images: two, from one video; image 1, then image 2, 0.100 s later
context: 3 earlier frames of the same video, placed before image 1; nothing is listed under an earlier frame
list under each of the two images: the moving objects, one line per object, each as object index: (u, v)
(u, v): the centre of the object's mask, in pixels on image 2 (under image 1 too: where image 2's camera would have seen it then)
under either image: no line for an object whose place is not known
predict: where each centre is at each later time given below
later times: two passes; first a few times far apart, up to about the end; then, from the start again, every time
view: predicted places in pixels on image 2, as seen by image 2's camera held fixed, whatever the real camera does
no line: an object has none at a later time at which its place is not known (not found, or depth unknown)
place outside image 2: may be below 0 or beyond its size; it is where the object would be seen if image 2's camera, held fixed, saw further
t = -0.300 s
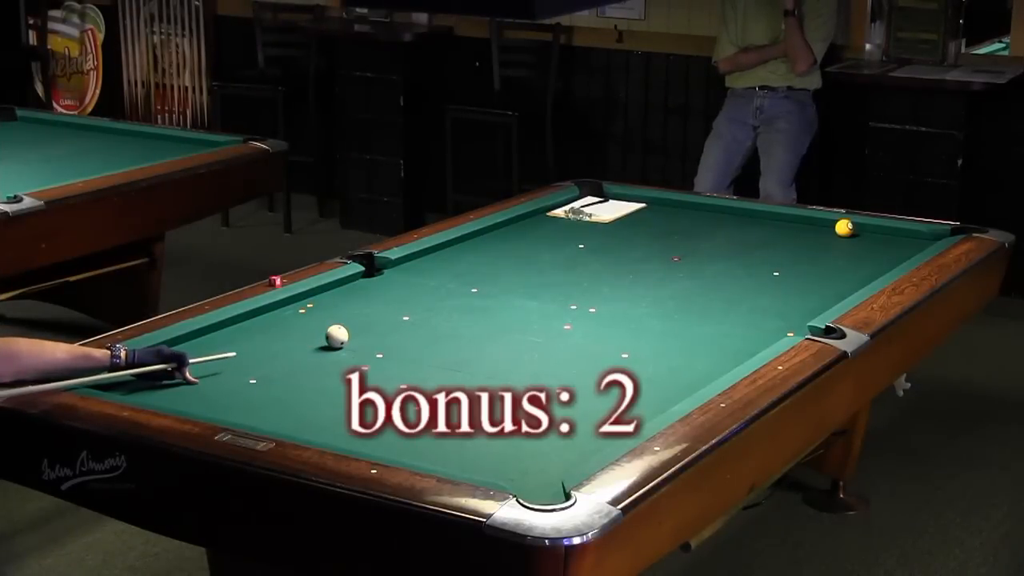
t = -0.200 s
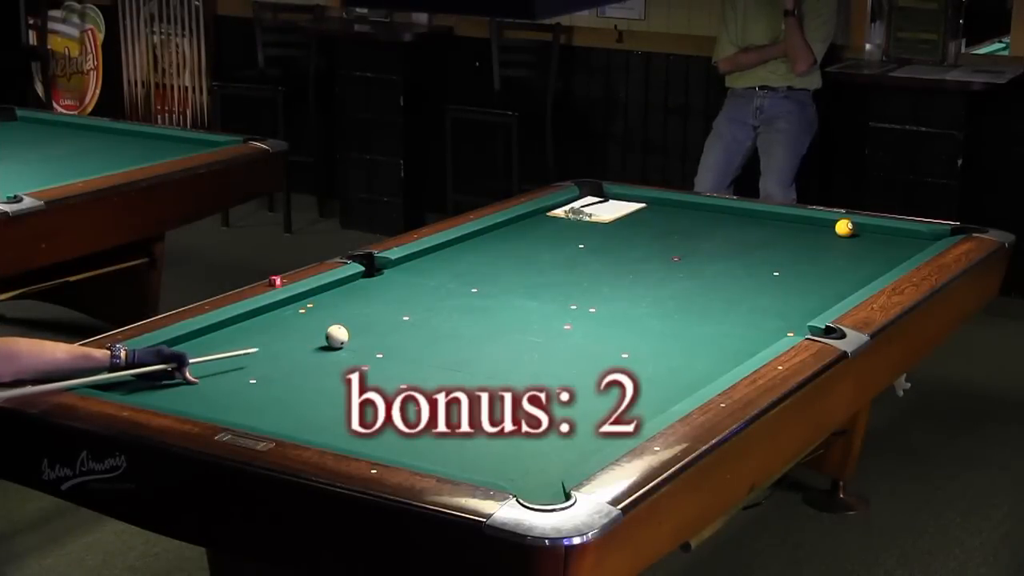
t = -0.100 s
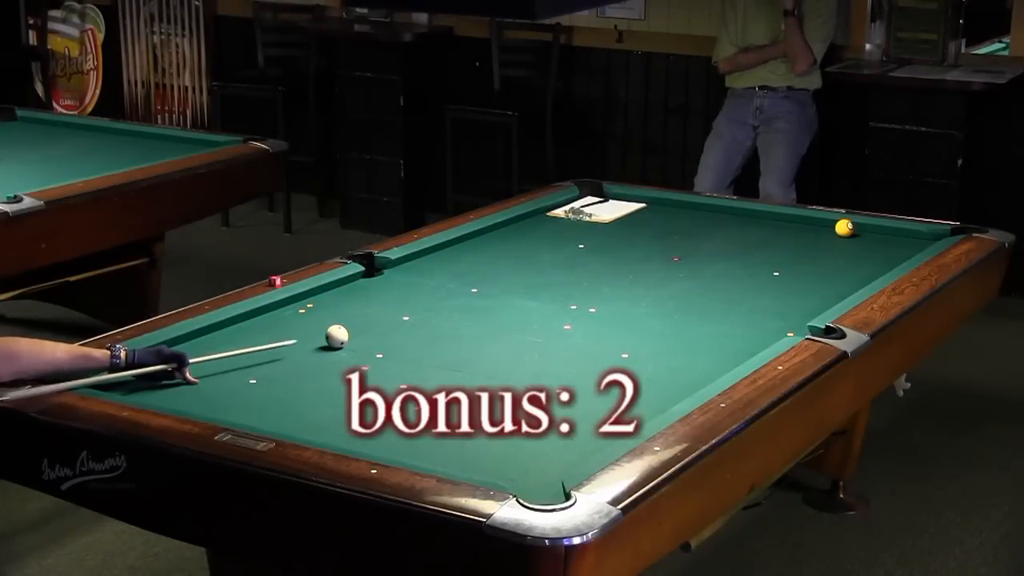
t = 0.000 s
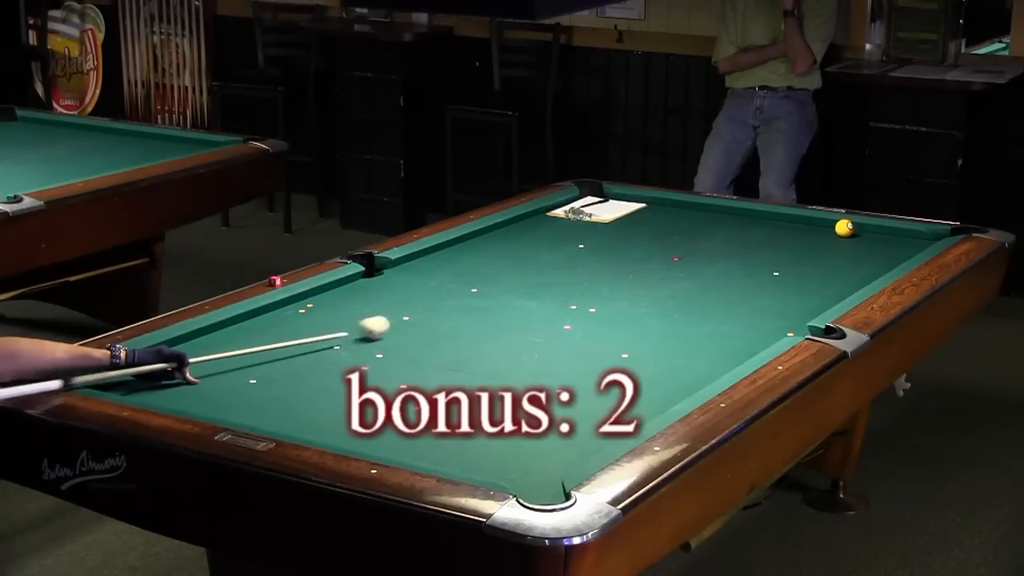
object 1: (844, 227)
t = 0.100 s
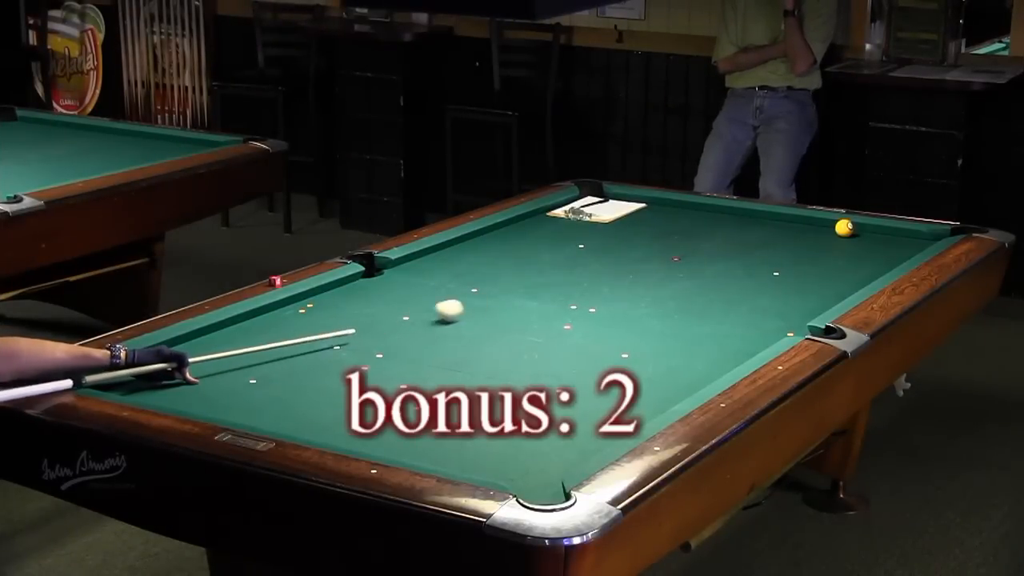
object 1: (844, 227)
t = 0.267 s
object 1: (844, 227)
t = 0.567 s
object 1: (844, 227)
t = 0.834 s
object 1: (846, 227)
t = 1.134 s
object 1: (911, 233)
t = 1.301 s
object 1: (944, 233)
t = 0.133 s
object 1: (844, 227)
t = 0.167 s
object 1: (844, 227)
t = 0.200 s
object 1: (844, 227)
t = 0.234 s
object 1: (844, 227)
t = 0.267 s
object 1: (844, 227)
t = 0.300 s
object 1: (844, 227)
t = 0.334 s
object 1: (844, 227)
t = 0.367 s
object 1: (844, 227)
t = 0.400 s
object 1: (844, 227)
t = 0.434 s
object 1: (844, 227)
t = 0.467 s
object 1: (844, 227)
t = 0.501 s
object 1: (844, 227)
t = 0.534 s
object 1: (844, 227)
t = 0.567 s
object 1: (844, 227)
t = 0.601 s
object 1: (844, 227)
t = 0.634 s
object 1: (844, 227)
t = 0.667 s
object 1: (844, 227)
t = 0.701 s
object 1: (844, 227)
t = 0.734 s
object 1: (844, 227)
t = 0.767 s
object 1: (844, 227)
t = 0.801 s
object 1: (844, 227)
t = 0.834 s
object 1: (846, 227)
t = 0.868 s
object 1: (854, 228)
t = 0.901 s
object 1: (862, 228)
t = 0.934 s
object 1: (869, 229)
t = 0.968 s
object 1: (877, 230)
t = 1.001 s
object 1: (884, 230)
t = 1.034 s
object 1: (891, 231)
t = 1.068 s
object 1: (898, 231)
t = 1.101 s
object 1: (904, 232)
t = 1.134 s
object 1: (911, 233)
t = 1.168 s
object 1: (918, 233)
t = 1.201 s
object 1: (924, 233)
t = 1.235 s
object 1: (931, 233)
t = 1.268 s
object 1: (938, 233)
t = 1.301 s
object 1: (944, 233)
